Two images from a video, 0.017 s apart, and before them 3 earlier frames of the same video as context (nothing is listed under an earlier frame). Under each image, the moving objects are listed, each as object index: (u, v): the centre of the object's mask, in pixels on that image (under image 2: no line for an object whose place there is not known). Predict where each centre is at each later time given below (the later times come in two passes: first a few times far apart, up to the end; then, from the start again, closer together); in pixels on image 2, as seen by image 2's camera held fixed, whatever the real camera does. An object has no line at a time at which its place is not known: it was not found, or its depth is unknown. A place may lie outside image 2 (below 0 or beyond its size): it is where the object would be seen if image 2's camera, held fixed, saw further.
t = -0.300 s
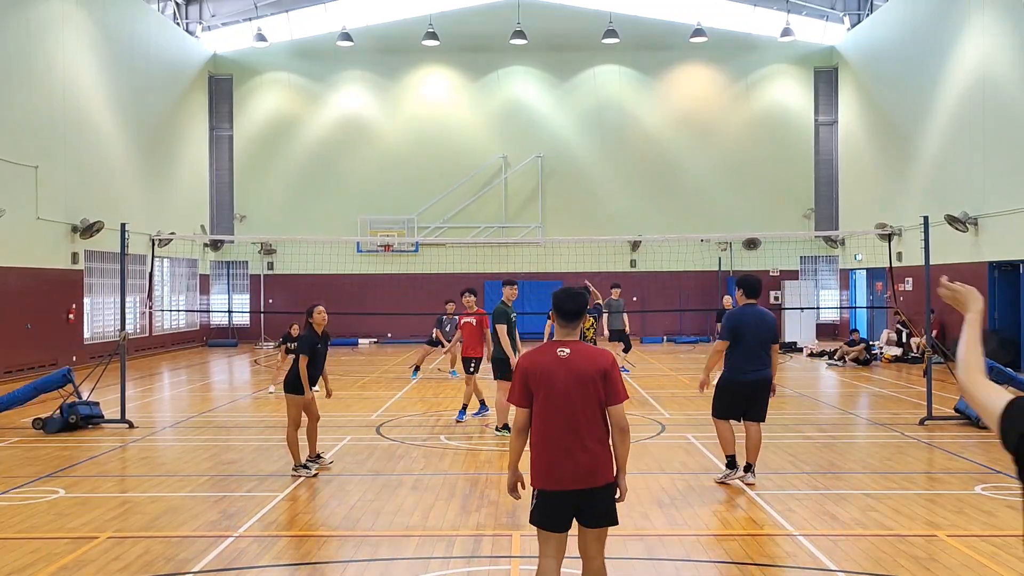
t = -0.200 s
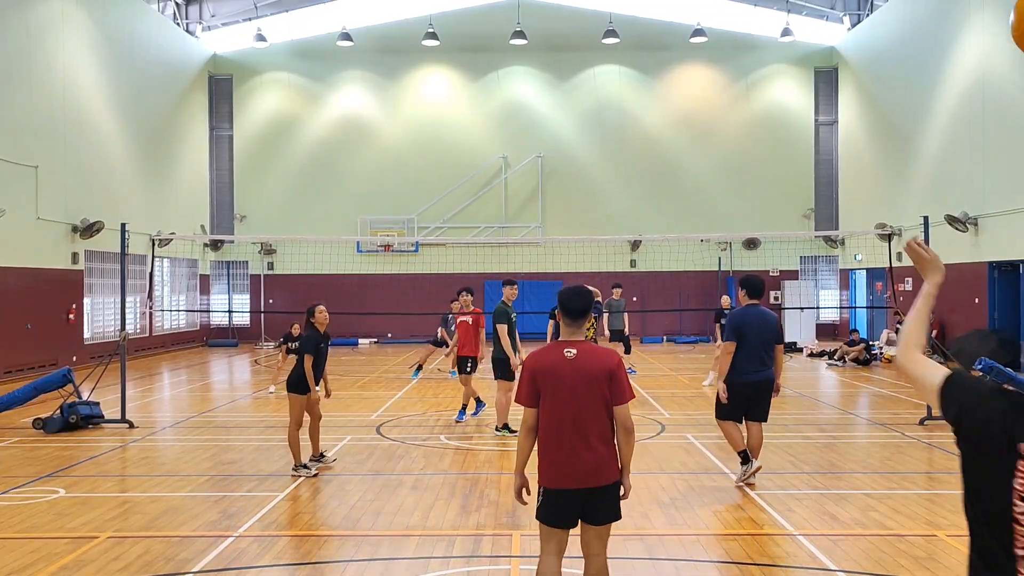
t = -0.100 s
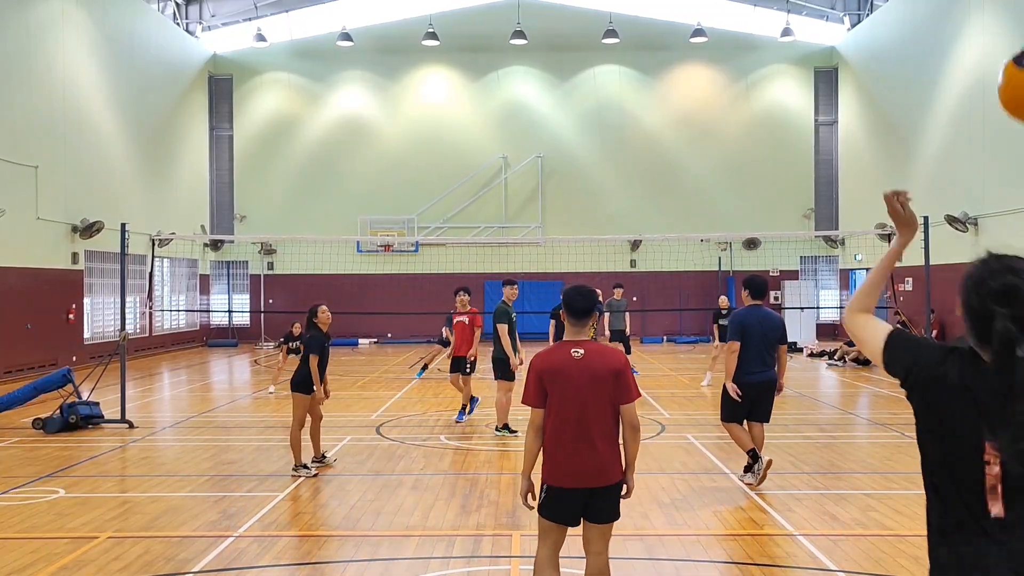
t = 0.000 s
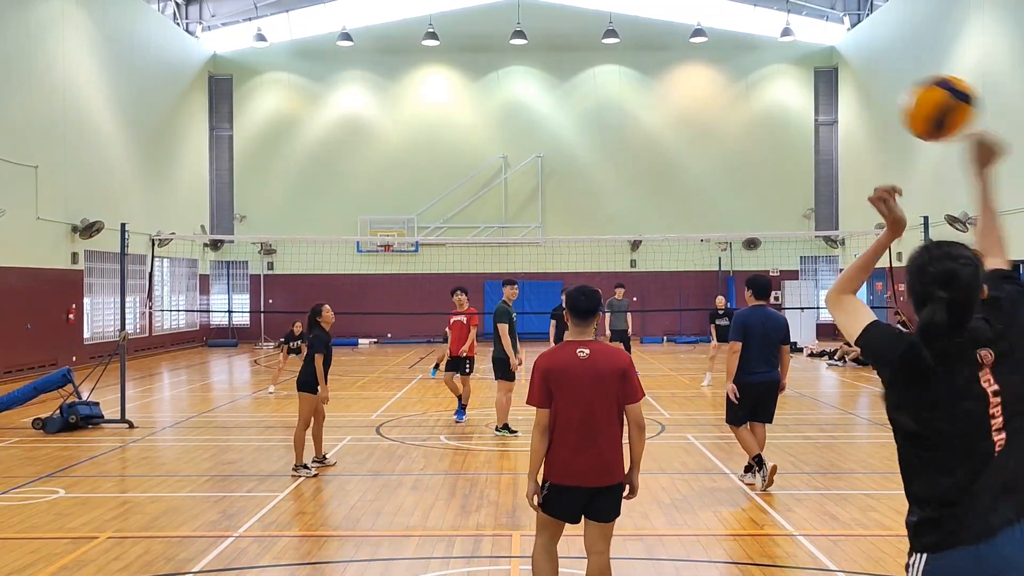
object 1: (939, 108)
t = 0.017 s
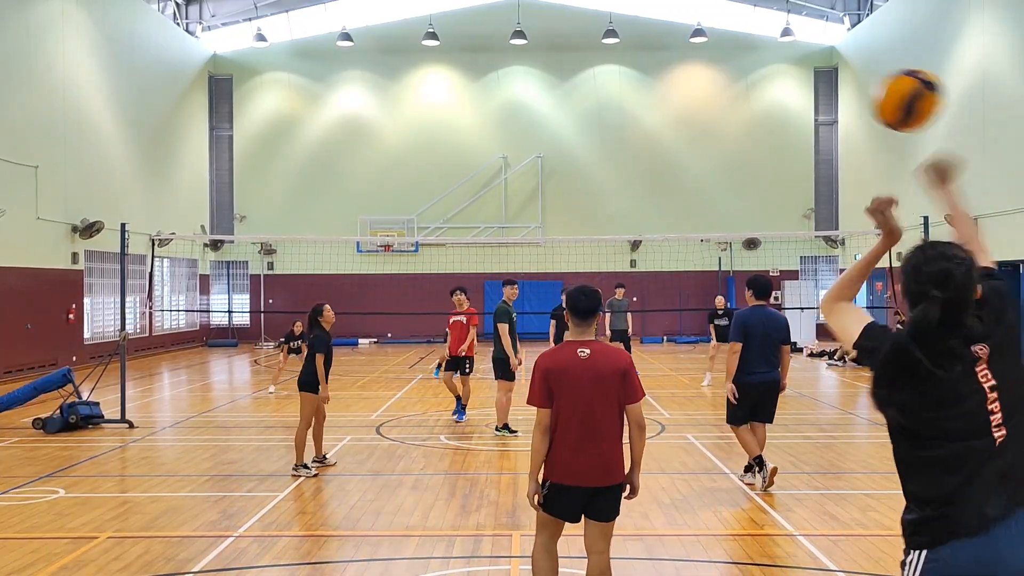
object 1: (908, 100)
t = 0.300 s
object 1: (667, 89)
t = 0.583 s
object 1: (592, 159)
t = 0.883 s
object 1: (555, 249)
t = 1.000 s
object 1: (548, 286)
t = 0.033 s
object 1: (882, 93)
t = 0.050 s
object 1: (853, 87)
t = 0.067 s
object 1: (833, 82)
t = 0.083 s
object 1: (815, 80)
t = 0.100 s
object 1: (795, 78)
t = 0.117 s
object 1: (779, 75)
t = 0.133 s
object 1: (764, 75)
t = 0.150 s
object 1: (750, 75)
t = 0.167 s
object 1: (737, 75)
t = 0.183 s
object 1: (727, 75)
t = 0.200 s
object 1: (718, 75)
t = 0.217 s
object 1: (706, 77)
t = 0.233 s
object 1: (697, 79)
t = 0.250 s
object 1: (689, 80)
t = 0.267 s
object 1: (681, 83)
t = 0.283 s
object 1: (674, 86)
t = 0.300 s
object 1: (667, 89)
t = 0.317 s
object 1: (661, 92)
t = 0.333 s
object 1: (656, 94)
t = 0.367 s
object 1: (644, 102)
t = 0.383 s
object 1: (640, 106)
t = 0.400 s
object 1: (635, 110)
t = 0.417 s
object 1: (629, 114)
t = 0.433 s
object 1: (625, 118)
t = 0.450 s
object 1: (621, 122)
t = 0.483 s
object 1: (613, 130)
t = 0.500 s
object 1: (609, 135)
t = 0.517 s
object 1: (605, 140)
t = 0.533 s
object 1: (602, 144)
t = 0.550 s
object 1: (599, 149)
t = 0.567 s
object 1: (595, 154)
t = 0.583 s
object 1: (592, 159)
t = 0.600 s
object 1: (589, 164)
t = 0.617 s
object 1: (586, 169)
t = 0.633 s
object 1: (583, 174)
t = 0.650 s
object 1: (581, 179)
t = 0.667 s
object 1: (578, 184)
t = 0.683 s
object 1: (576, 188)
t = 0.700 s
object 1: (574, 193)
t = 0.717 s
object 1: (571, 197)
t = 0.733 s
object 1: (569, 203)
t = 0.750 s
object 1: (567, 208)
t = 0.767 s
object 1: (565, 213)
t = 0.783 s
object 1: (563, 218)
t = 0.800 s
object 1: (562, 222)
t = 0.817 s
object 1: (560, 228)
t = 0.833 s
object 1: (559, 232)
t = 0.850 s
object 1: (557, 239)
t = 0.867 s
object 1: (556, 245)
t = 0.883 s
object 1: (555, 249)
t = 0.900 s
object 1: (553, 254)
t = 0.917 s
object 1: (552, 259)
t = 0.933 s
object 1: (551, 265)
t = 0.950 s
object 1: (550, 271)
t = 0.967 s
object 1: (549, 276)
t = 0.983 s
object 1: (548, 281)
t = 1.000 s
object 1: (548, 286)
